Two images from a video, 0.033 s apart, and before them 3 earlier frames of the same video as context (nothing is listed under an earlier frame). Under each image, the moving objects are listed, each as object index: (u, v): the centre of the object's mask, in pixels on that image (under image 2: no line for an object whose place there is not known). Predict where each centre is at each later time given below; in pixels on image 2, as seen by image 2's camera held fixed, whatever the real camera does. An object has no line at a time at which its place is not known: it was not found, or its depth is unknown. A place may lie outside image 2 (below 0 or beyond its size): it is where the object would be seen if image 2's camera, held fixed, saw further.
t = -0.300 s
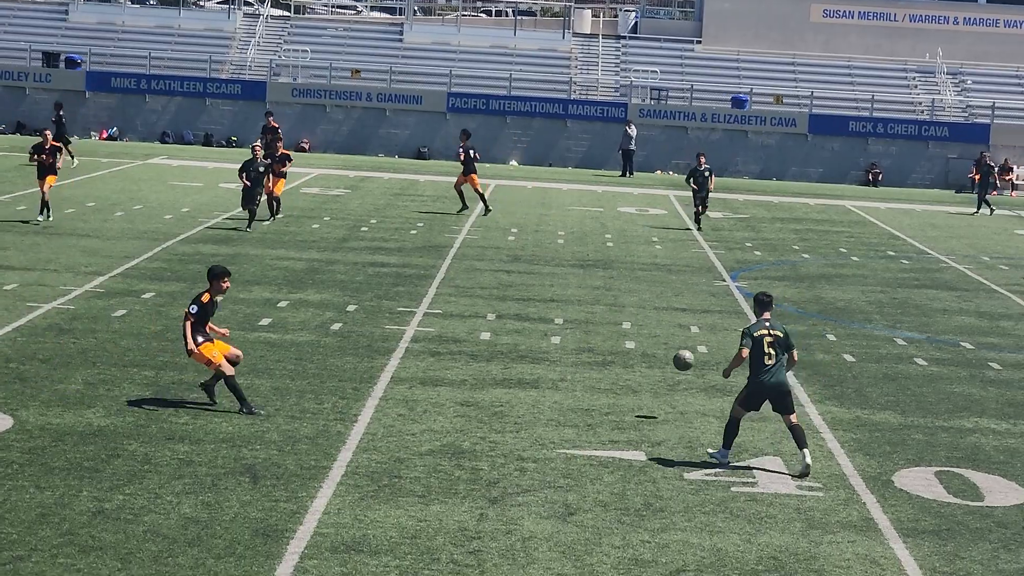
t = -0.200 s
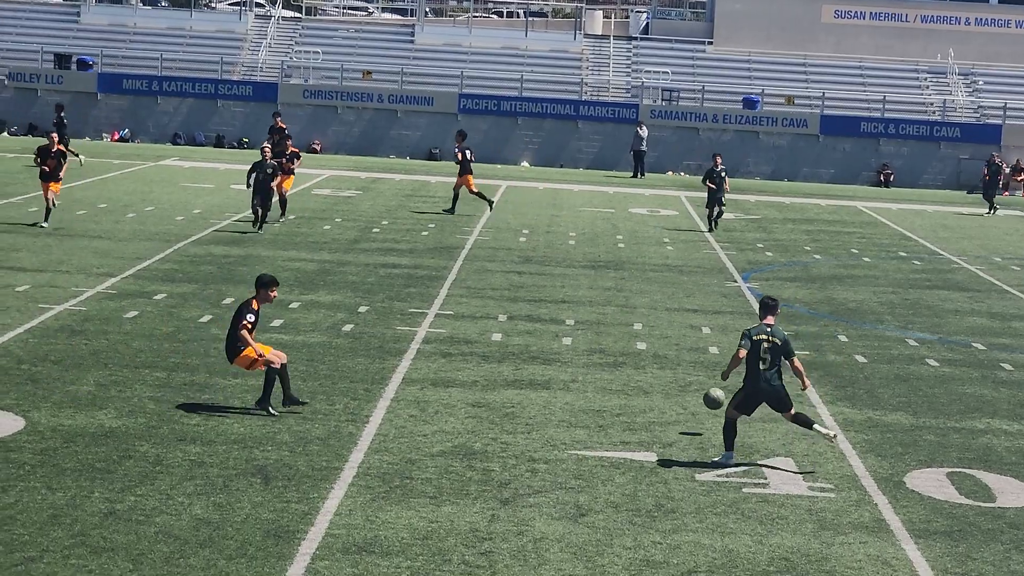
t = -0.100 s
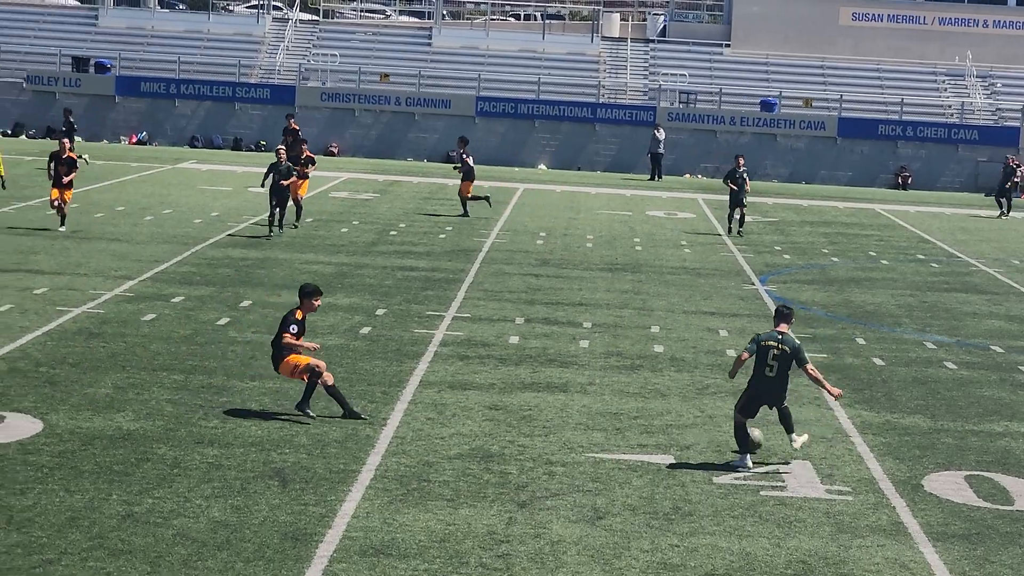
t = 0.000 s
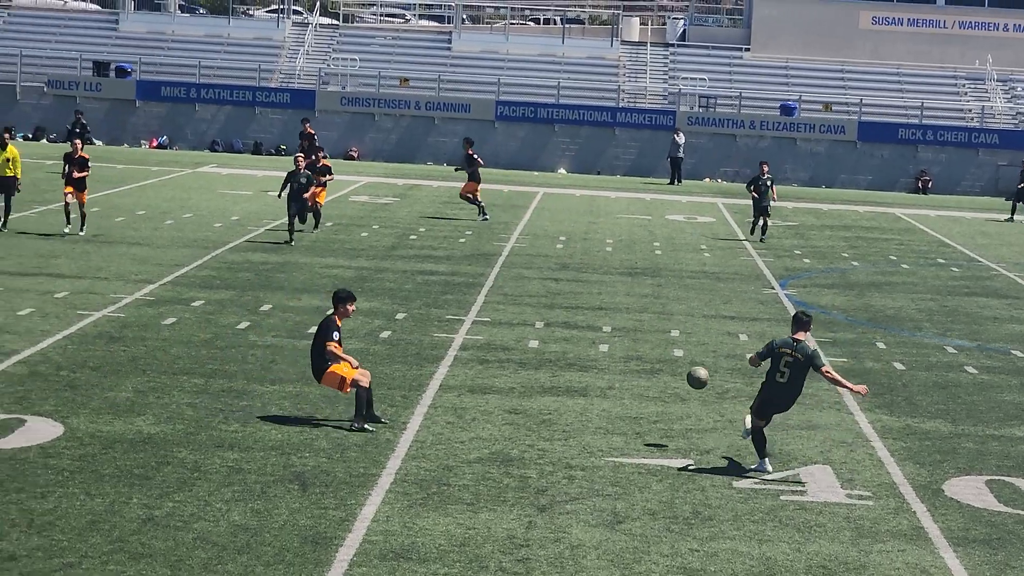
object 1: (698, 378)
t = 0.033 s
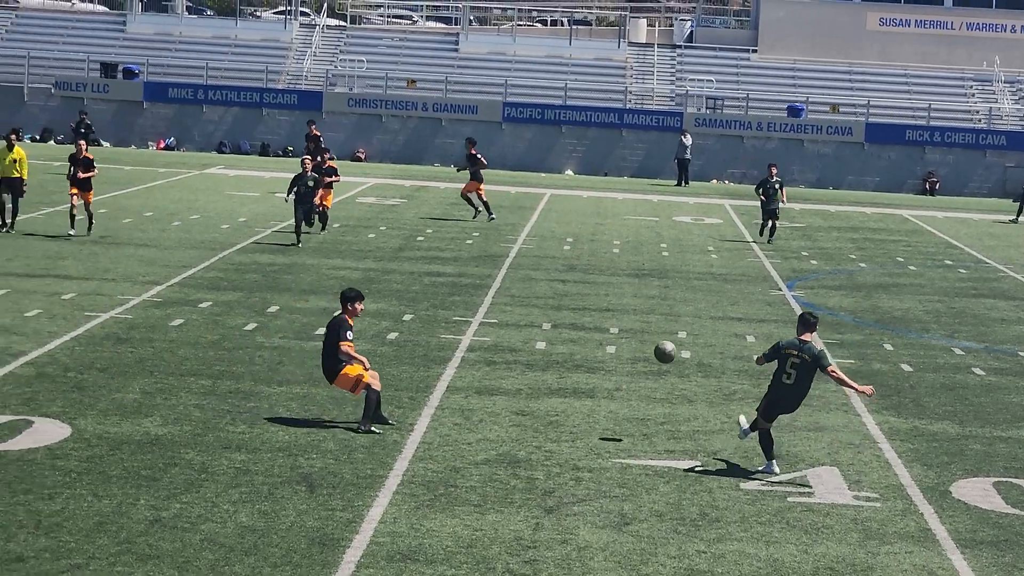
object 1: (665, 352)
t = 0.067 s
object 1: (625, 326)
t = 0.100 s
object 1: (588, 302)
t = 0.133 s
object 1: (551, 279)
